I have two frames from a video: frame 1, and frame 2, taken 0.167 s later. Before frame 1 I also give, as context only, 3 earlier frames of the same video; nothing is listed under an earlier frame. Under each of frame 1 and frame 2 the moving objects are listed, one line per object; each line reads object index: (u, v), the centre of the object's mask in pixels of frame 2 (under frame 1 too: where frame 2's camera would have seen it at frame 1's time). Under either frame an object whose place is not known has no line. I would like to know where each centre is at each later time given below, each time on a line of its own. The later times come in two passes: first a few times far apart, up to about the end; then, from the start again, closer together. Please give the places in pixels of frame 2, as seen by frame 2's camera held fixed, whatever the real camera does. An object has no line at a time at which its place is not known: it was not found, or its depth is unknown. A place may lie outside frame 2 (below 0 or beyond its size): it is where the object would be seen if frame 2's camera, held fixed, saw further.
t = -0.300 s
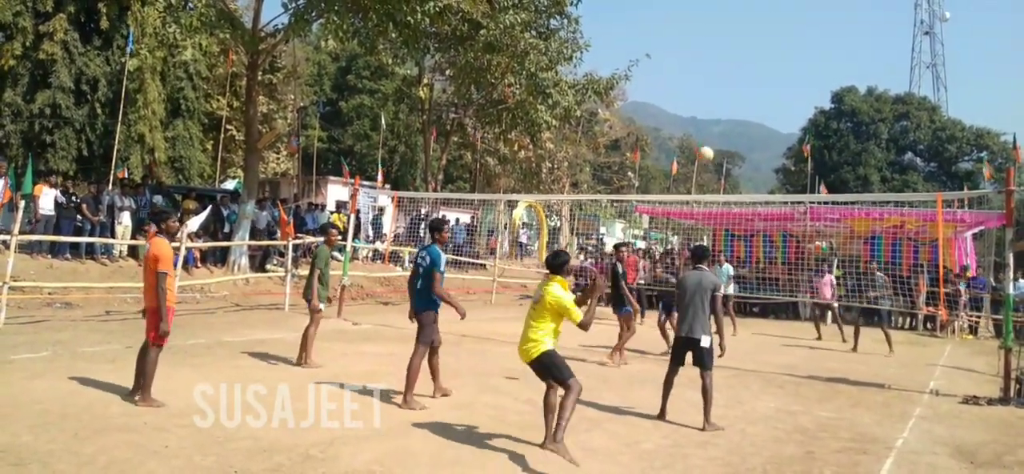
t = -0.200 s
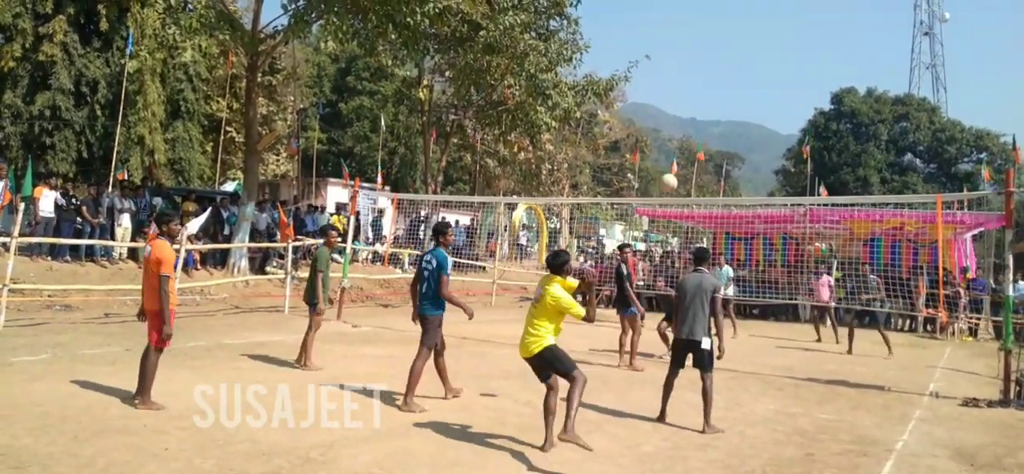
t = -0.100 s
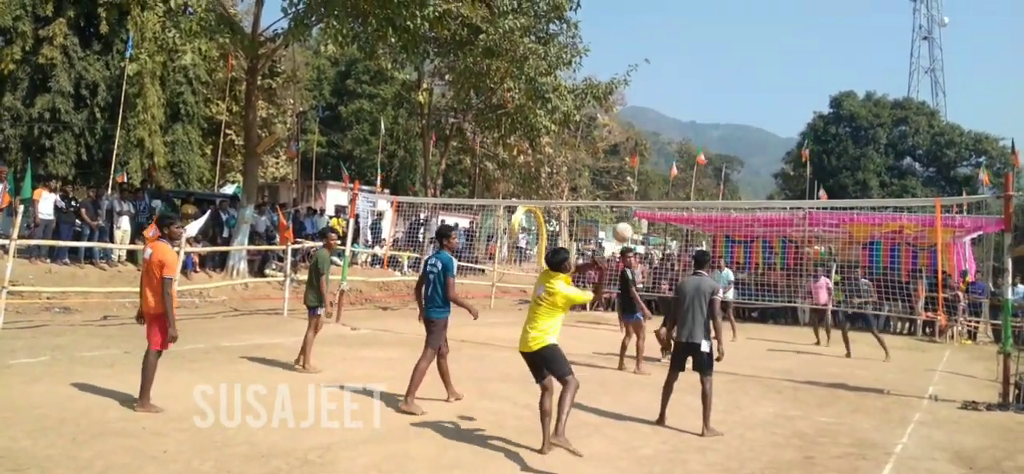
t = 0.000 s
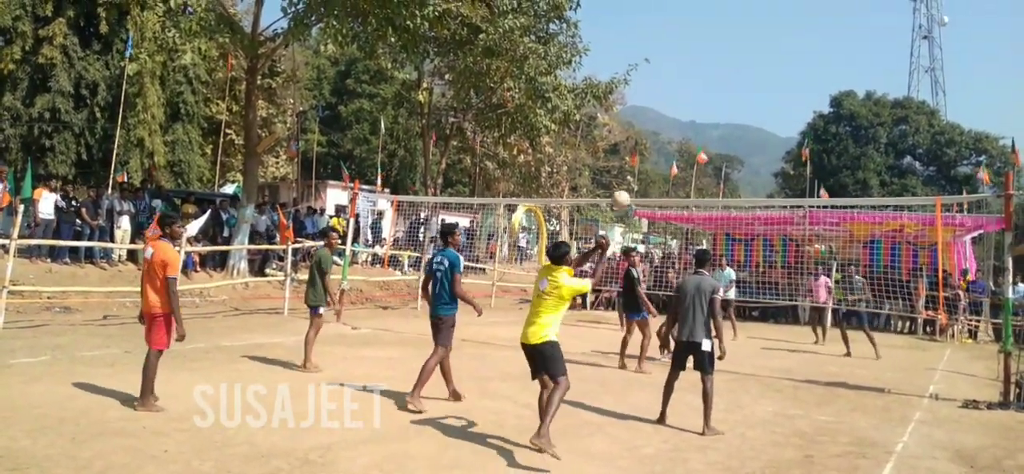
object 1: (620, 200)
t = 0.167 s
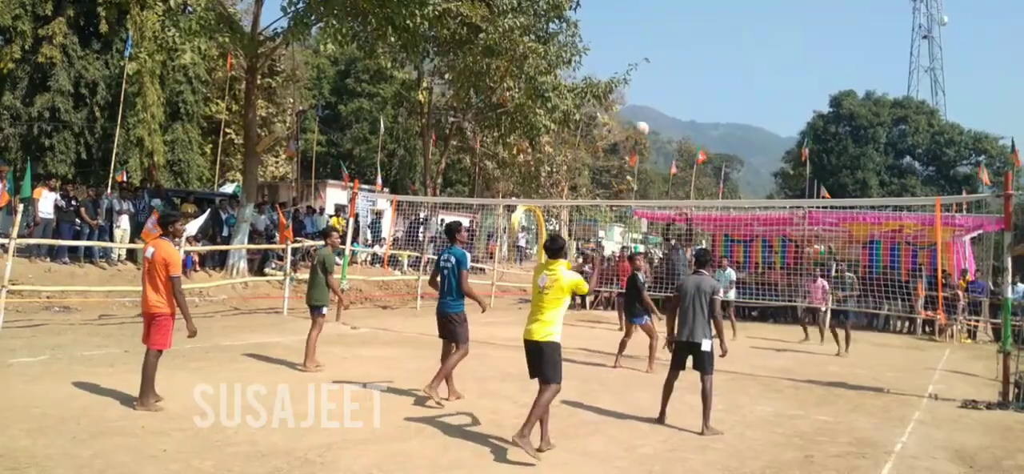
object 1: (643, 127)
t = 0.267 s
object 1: (649, 109)
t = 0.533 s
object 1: (664, 104)
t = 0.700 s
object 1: (671, 126)
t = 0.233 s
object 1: (647, 114)
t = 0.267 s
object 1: (649, 109)
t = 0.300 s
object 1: (652, 105)
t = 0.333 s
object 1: (654, 102)
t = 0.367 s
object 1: (656, 100)
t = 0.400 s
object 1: (658, 99)
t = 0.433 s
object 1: (660, 99)
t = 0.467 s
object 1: (662, 101)
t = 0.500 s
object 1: (663, 102)
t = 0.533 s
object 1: (664, 104)
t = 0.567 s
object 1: (666, 108)
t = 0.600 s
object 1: (667, 112)
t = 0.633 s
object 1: (669, 116)
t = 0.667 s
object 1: (670, 120)
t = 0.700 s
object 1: (671, 126)
